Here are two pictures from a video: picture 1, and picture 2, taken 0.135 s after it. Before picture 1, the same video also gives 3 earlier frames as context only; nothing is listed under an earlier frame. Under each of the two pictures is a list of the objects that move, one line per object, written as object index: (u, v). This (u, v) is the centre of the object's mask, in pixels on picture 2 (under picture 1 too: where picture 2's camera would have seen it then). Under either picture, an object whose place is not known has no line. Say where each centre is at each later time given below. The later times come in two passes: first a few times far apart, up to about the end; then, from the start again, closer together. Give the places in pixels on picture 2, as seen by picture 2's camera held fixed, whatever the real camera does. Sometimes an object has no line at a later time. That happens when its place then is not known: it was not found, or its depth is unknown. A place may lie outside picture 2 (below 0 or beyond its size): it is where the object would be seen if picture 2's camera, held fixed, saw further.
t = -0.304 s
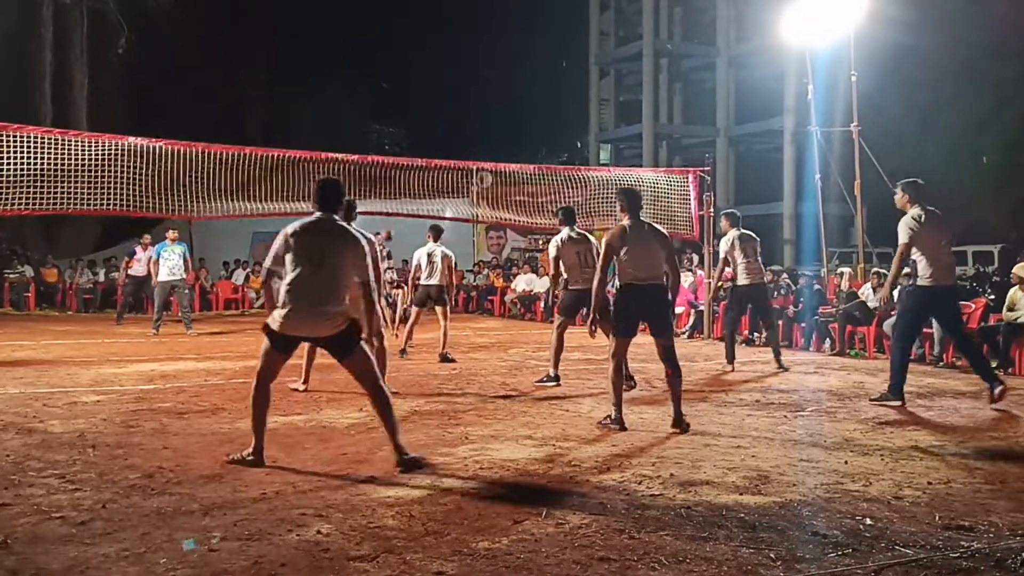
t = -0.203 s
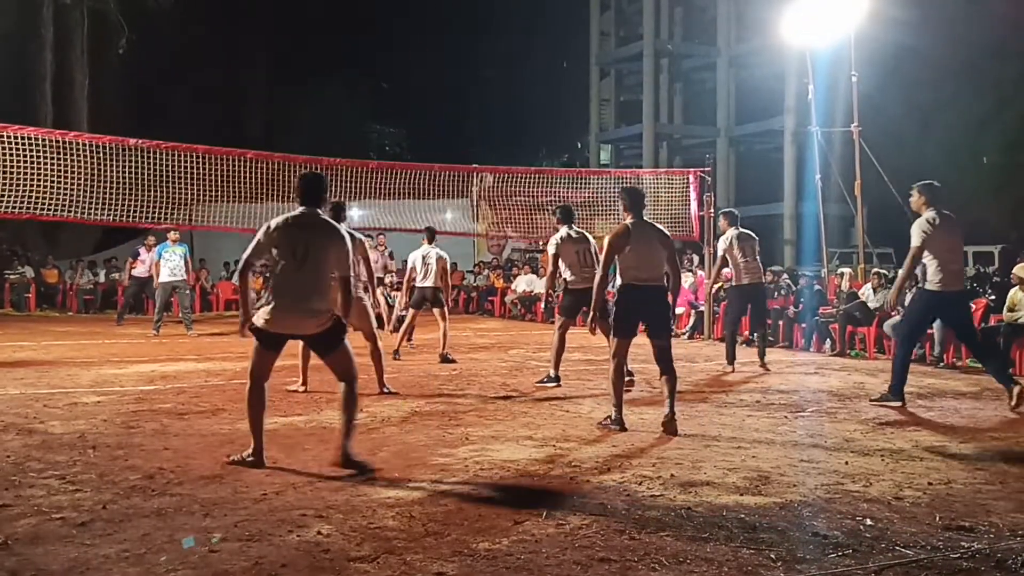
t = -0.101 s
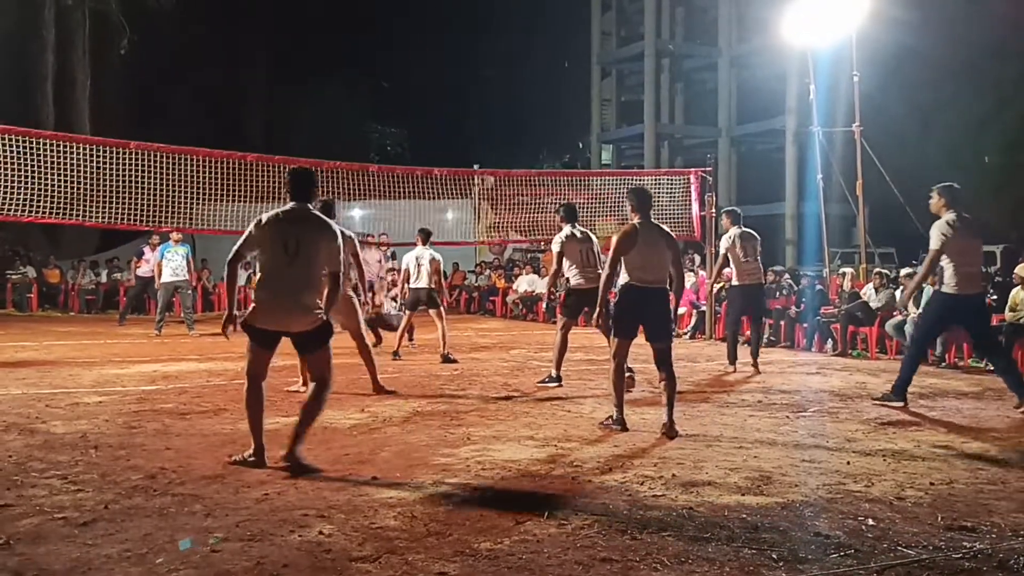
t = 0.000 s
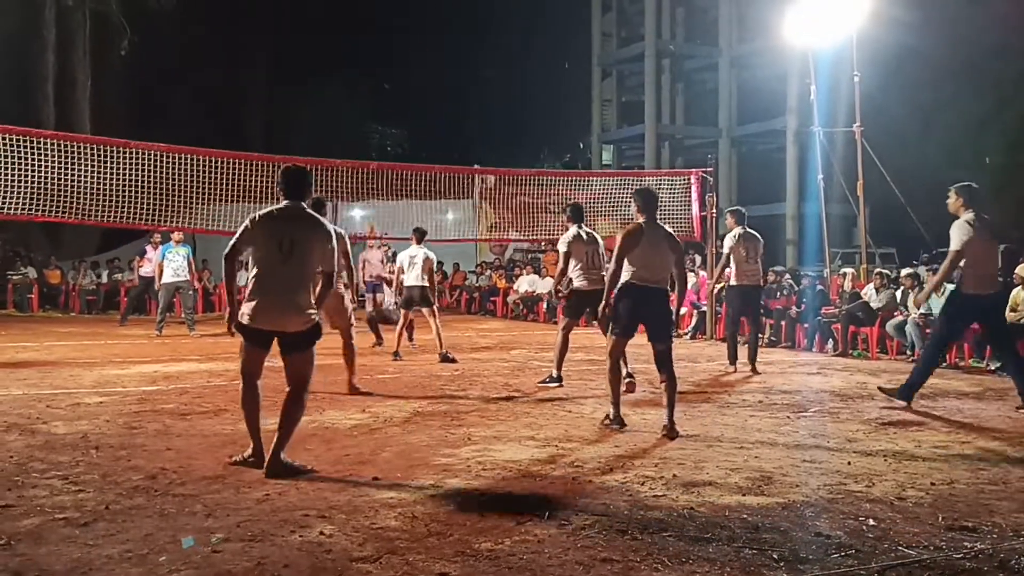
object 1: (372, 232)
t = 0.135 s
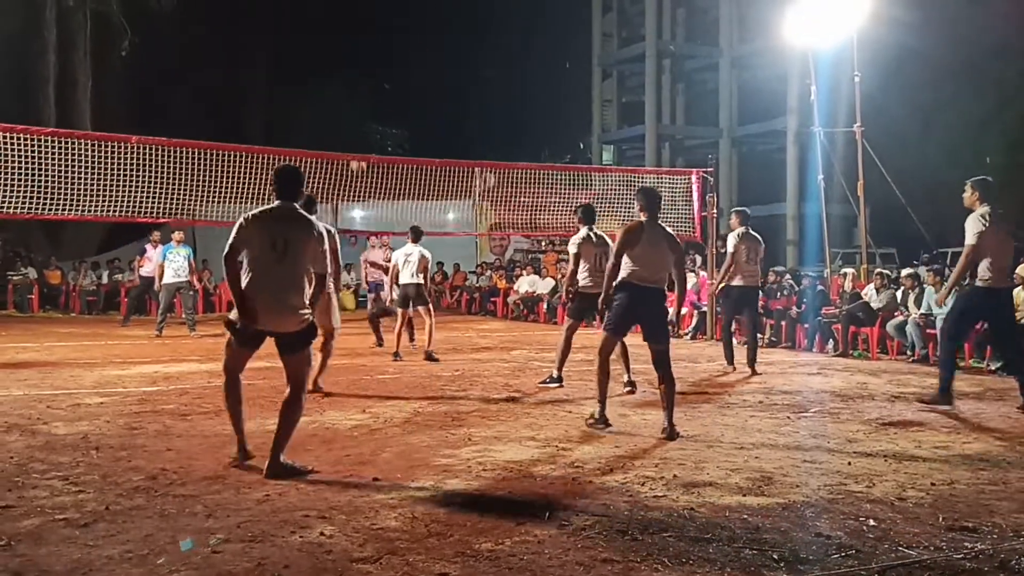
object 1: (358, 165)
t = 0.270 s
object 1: (345, 113)
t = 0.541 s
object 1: (319, 51)
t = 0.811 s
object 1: (294, 43)
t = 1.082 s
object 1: (268, 90)
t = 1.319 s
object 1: (246, 176)
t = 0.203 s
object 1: (351, 137)
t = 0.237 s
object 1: (348, 124)
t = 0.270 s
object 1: (345, 113)
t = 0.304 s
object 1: (342, 103)
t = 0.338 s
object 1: (338, 93)
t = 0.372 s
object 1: (335, 84)
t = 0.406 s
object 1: (332, 76)
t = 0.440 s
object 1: (329, 68)
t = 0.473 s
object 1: (326, 62)
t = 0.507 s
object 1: (322, 56)
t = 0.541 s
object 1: (319, 51)
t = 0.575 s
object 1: (316, 47)
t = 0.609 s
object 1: (313, 44)
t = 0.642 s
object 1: (310, 42)
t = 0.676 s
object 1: (306, 40)
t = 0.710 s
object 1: (303, 39)
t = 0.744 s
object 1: (300, 40)
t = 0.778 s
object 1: (297, 41)
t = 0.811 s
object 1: (294, 43)
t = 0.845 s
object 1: (290, 45)
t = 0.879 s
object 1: (287, 49)
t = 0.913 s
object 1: (284, 53)
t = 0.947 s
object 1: (281, 59)
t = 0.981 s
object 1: (278, 66)
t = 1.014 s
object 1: (275, 73)
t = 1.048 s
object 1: (271, 81)
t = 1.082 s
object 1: (268, 90)
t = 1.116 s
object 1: (265, 100)
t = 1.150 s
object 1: (262, 110)
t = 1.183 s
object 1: (259, 122)
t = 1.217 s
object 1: (256, 134)
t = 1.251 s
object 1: (254, 145)
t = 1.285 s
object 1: (249, 162)
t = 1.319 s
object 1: (246, 176)
